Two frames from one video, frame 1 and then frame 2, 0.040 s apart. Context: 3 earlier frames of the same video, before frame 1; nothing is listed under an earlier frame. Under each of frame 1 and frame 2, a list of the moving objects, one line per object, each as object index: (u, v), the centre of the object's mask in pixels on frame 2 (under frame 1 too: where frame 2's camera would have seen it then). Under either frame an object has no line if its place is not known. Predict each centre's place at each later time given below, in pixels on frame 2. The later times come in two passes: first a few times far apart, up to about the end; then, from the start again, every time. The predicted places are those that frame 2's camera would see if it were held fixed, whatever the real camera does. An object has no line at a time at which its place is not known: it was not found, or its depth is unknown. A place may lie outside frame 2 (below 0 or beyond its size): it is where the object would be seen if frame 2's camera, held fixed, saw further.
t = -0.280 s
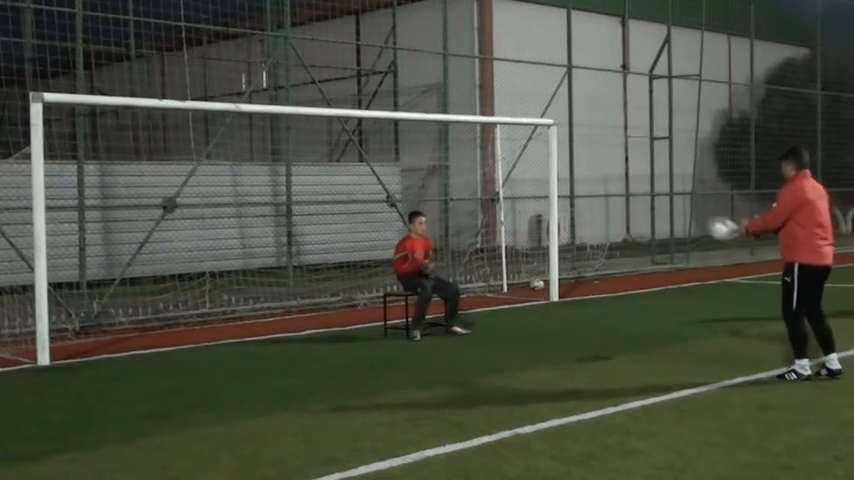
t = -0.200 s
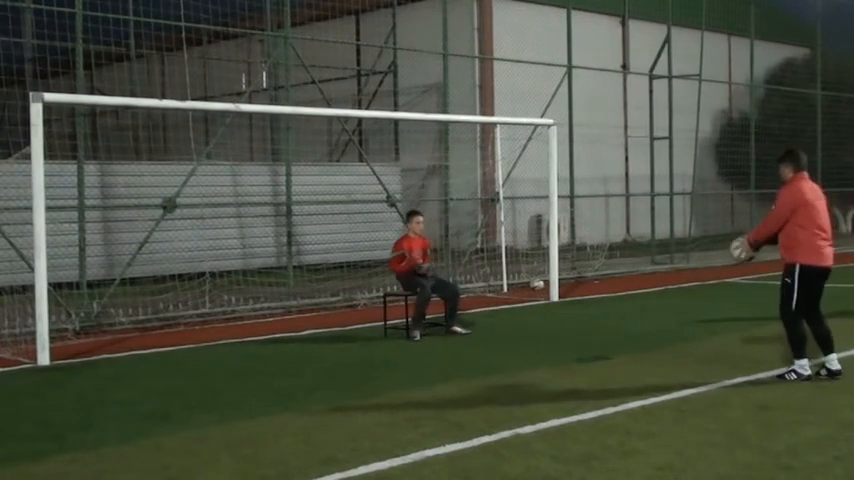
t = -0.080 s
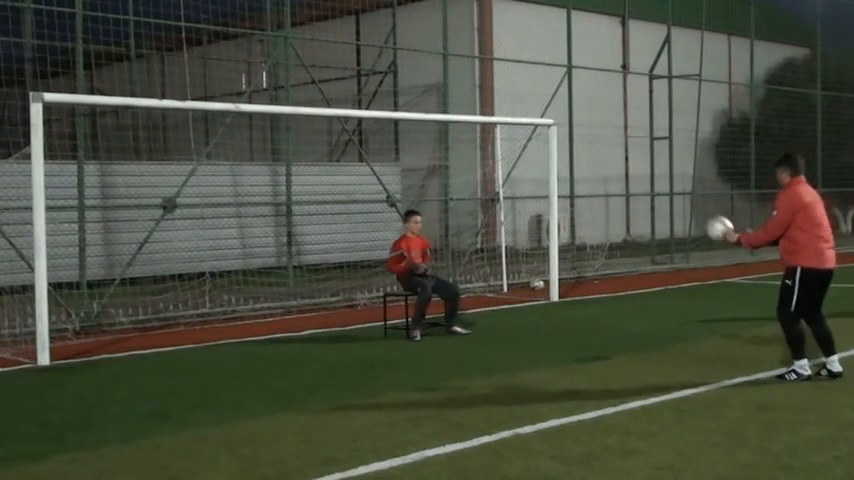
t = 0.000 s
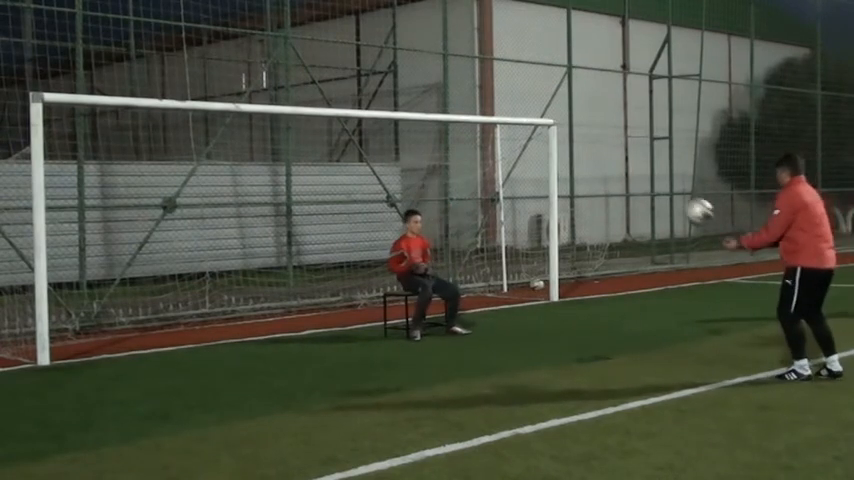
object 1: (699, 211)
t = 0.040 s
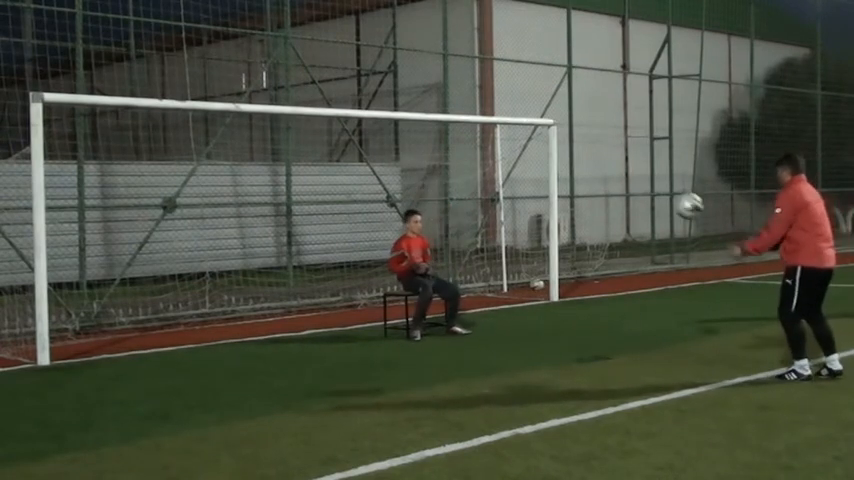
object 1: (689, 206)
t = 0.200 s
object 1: (649, 201)
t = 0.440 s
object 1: (592, 249)
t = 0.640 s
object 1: (544, 341)
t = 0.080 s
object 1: (680, 201)
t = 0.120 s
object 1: (669, 200)
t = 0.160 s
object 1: (659, 200)
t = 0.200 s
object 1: (649, 201)
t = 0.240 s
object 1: (639, 205)
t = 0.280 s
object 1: (629, 210)
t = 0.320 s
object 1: (619, 218)
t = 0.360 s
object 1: (610, 227)
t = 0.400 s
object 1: (600, 236)
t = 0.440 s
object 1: (592, 249)
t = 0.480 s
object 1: (581, 265)
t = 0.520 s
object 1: (572, 281)
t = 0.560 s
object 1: (565, 299)
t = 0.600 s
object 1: (553, 319)
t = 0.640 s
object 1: (544, 341)
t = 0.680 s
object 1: (535, 359)
